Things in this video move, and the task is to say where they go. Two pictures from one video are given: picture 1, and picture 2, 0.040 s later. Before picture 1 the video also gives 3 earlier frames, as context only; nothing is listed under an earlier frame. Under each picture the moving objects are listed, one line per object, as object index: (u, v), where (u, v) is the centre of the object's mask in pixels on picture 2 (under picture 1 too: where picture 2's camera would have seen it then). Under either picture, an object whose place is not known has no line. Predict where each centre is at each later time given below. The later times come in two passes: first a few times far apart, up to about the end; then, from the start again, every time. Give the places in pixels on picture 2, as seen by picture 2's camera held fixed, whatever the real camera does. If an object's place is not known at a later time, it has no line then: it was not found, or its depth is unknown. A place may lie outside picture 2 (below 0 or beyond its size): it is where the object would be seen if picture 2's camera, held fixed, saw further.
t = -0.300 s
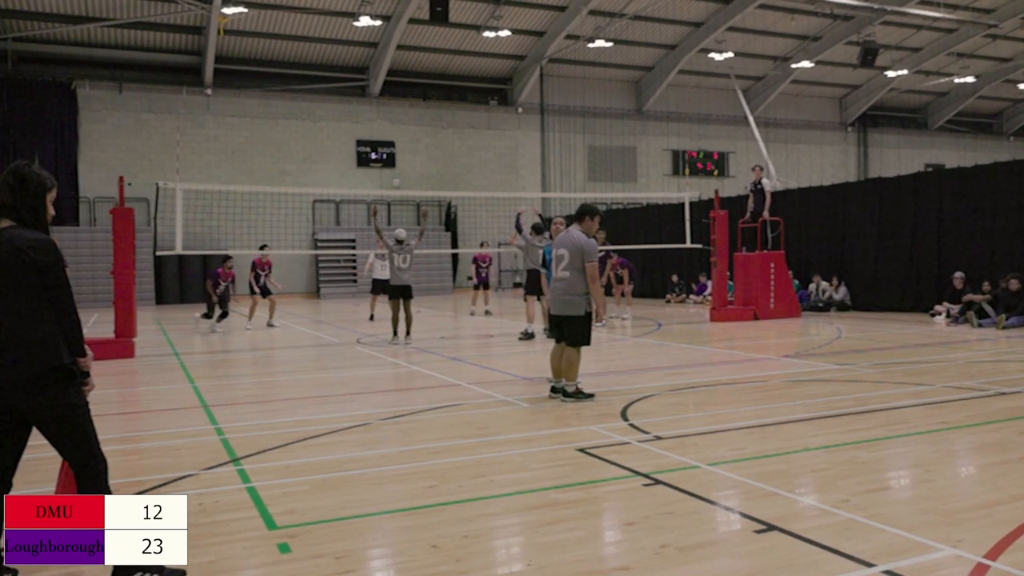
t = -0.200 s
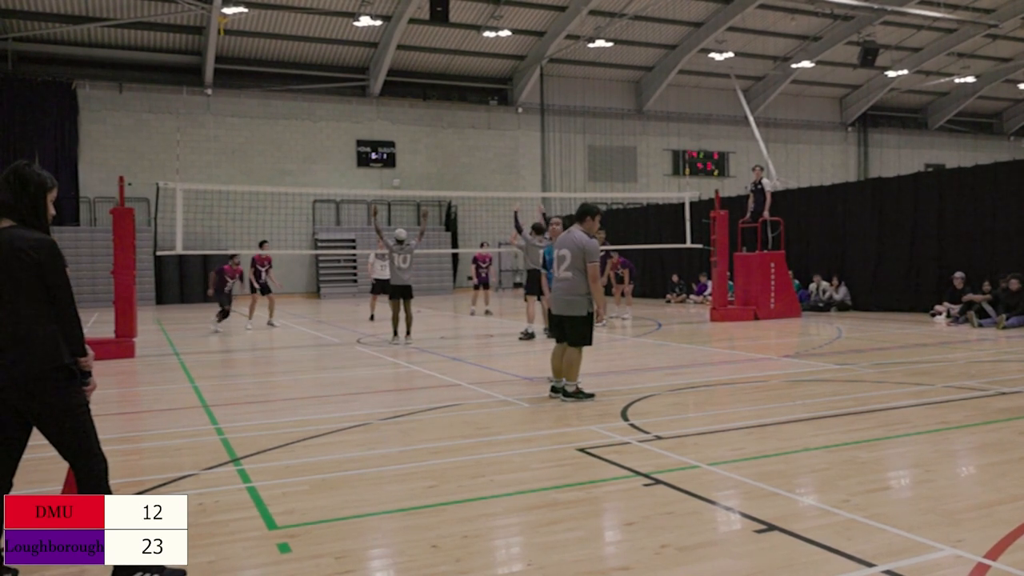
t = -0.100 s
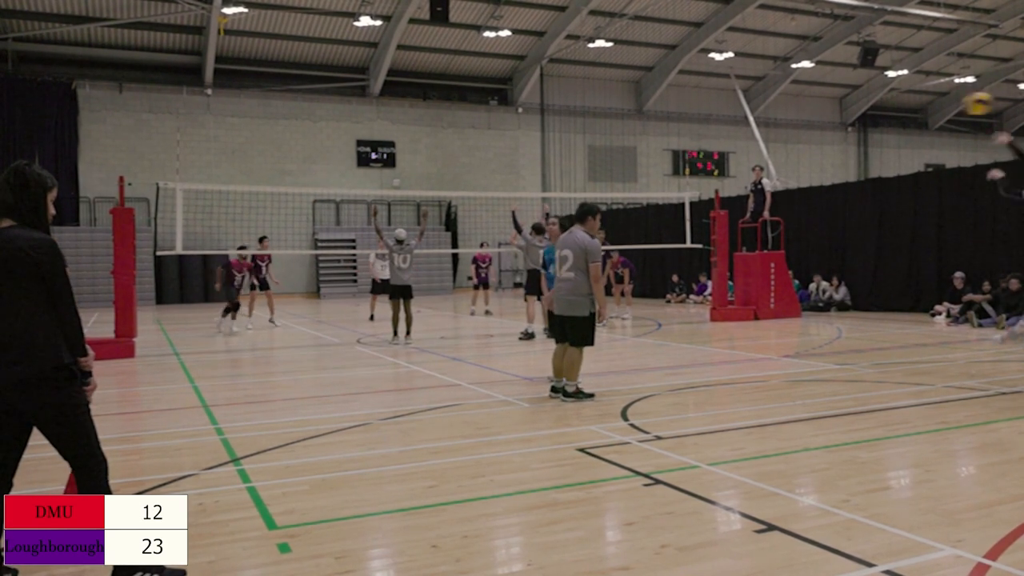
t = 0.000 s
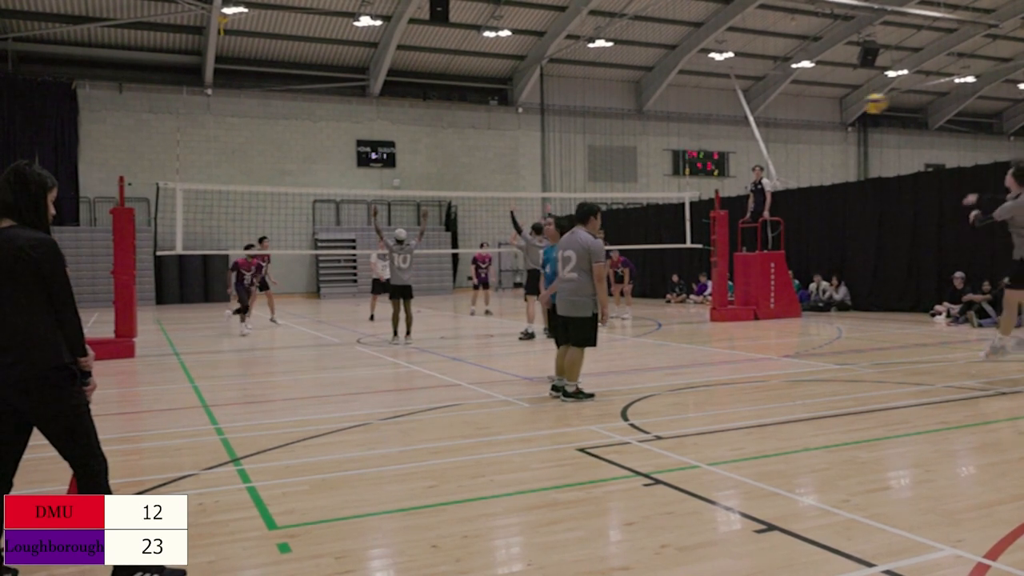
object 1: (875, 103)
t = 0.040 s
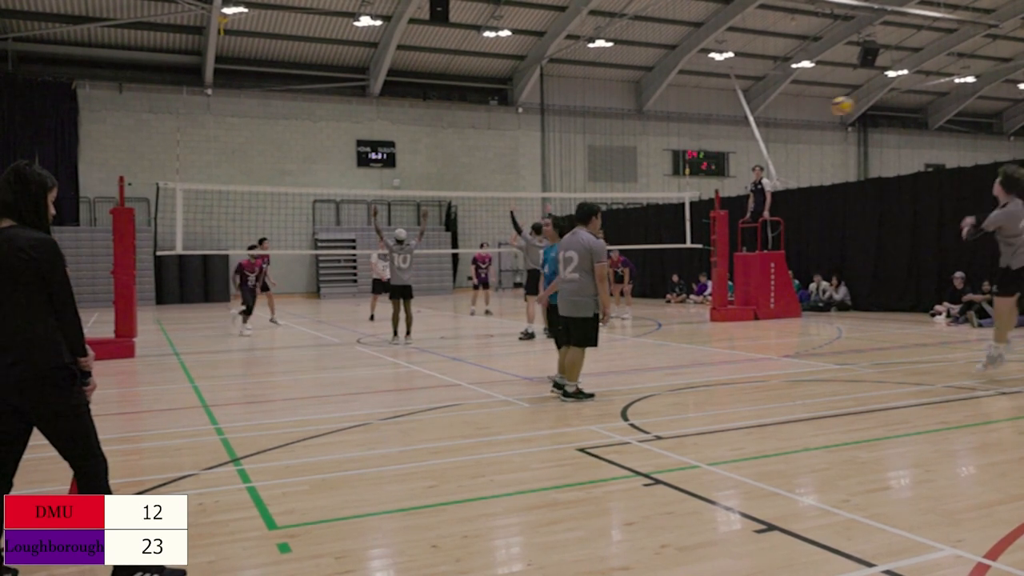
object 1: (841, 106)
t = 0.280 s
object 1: (701, 140)
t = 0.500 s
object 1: (625, 183)
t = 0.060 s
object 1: (827, 107)
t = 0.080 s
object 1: (812, 109)
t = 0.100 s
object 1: (798, 111)
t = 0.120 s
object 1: (785, 115)
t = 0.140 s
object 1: (773, 117)
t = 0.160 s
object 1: (762, 120)
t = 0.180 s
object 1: (750, 123)
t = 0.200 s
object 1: (739, 126)
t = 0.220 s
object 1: (730, 129)
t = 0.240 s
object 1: (719, 132)
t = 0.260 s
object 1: (710, 136)
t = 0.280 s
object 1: (701, 140)
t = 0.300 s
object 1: (692, 143)
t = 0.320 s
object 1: (684, 148)
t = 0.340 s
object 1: (677, 152)
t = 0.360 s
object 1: (669, 155)
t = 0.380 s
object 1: (663, 159)
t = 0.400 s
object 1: (655, 163)
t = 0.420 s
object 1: (648, 167)
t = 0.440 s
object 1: (642, 171)
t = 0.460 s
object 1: (635, 175)
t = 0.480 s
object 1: (630, 178)
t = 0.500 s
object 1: (625, 183)
